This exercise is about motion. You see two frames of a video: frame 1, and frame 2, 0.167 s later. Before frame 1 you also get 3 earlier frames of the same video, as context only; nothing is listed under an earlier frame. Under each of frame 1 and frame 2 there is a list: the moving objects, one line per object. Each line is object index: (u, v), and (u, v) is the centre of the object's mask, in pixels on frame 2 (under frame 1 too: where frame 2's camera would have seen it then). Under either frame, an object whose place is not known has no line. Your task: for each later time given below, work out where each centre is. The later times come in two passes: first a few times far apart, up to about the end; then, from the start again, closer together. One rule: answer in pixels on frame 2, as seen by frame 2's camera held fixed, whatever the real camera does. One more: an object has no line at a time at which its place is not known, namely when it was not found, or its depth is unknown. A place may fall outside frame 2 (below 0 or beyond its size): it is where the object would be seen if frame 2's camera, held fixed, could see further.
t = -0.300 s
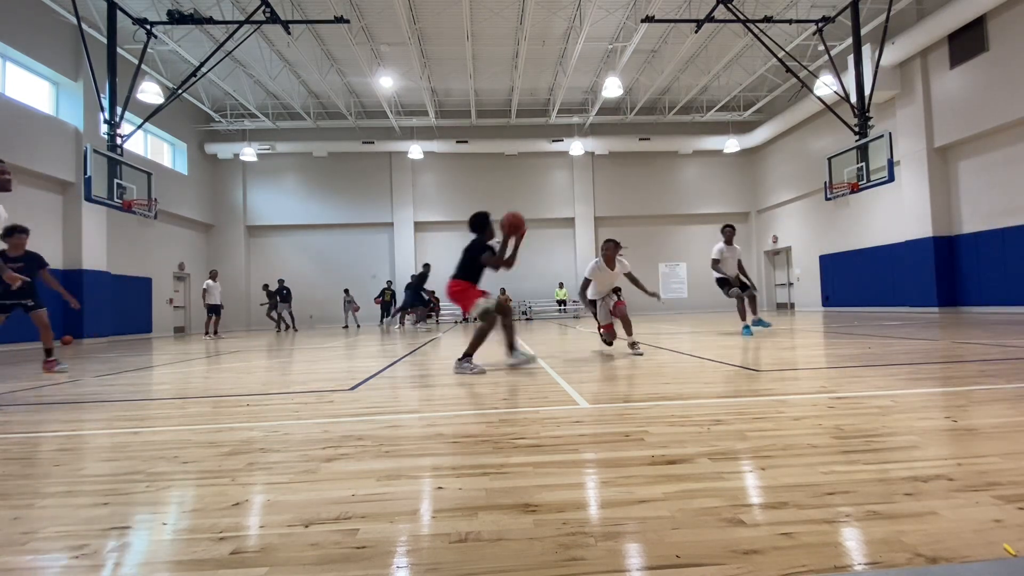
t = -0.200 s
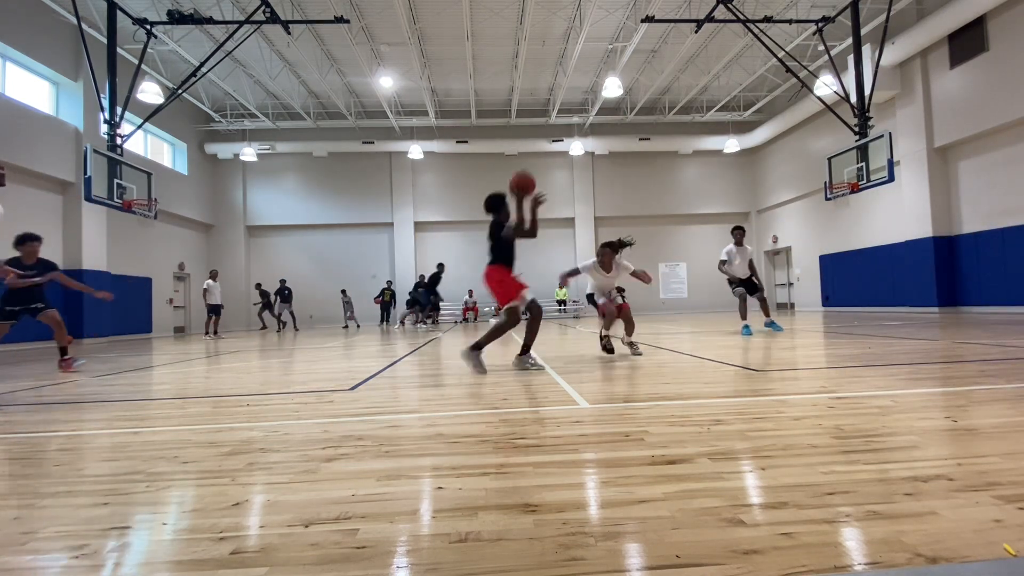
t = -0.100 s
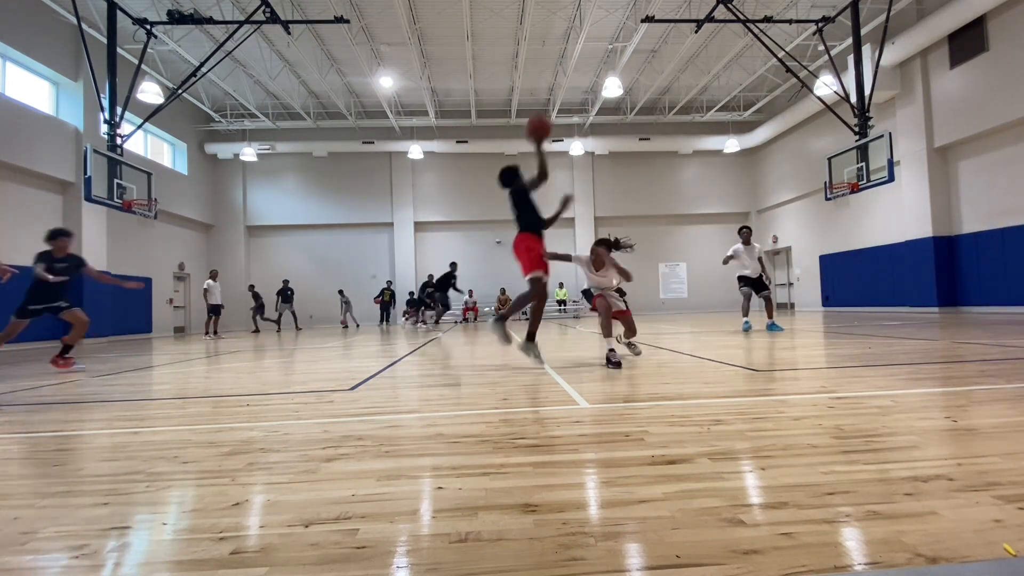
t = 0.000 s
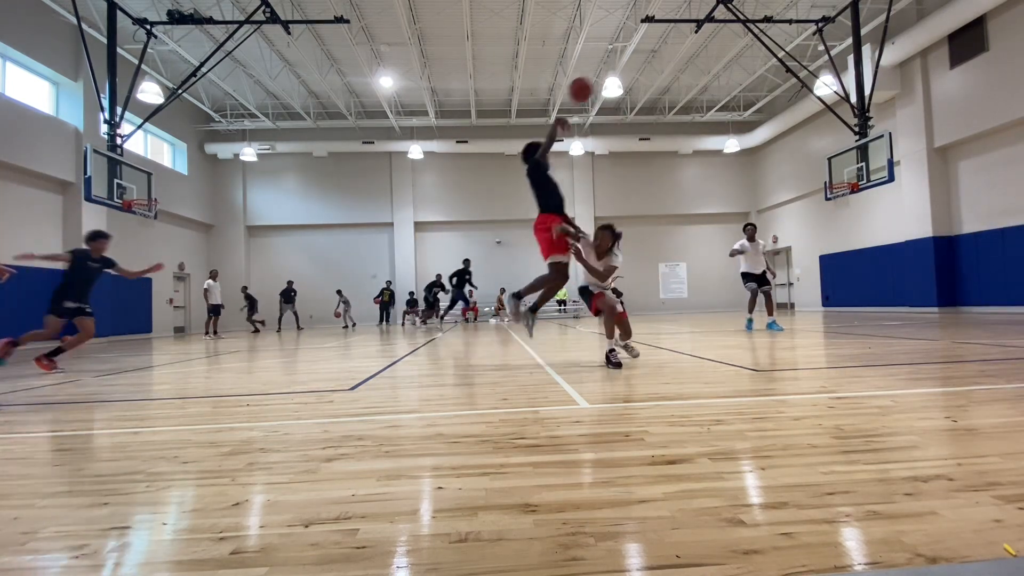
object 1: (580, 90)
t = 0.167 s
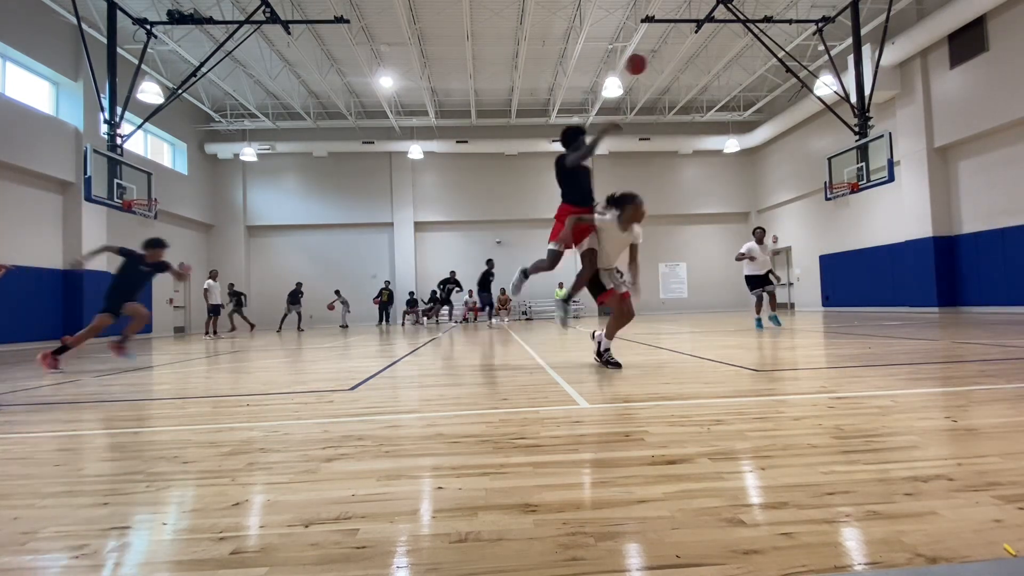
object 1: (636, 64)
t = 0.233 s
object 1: (654, 62)
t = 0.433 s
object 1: (694, 76)
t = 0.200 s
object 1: (644, 62)
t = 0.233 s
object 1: (654, 62)
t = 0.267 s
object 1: (661, 62)
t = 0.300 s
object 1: (668, 64)
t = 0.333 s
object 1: (676, 66)
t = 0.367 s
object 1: (682, 68)
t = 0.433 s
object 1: (694, 76)
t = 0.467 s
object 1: (700, 80)
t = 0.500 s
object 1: (706, 85)
